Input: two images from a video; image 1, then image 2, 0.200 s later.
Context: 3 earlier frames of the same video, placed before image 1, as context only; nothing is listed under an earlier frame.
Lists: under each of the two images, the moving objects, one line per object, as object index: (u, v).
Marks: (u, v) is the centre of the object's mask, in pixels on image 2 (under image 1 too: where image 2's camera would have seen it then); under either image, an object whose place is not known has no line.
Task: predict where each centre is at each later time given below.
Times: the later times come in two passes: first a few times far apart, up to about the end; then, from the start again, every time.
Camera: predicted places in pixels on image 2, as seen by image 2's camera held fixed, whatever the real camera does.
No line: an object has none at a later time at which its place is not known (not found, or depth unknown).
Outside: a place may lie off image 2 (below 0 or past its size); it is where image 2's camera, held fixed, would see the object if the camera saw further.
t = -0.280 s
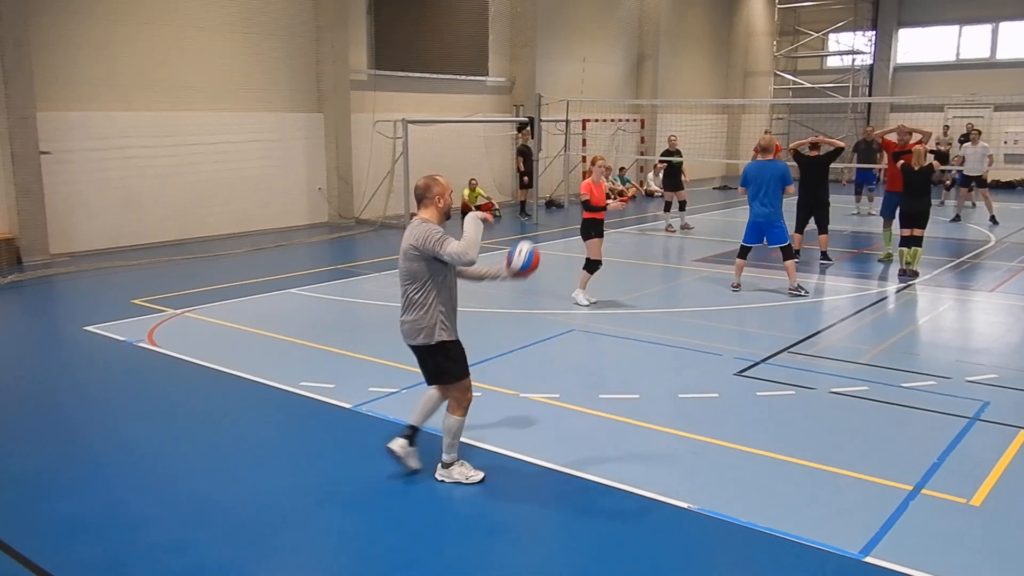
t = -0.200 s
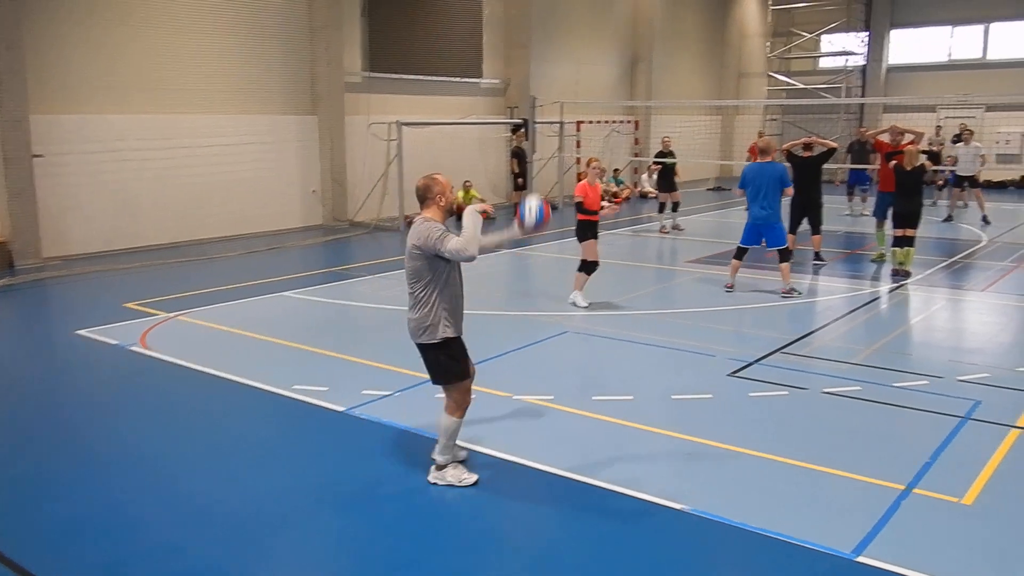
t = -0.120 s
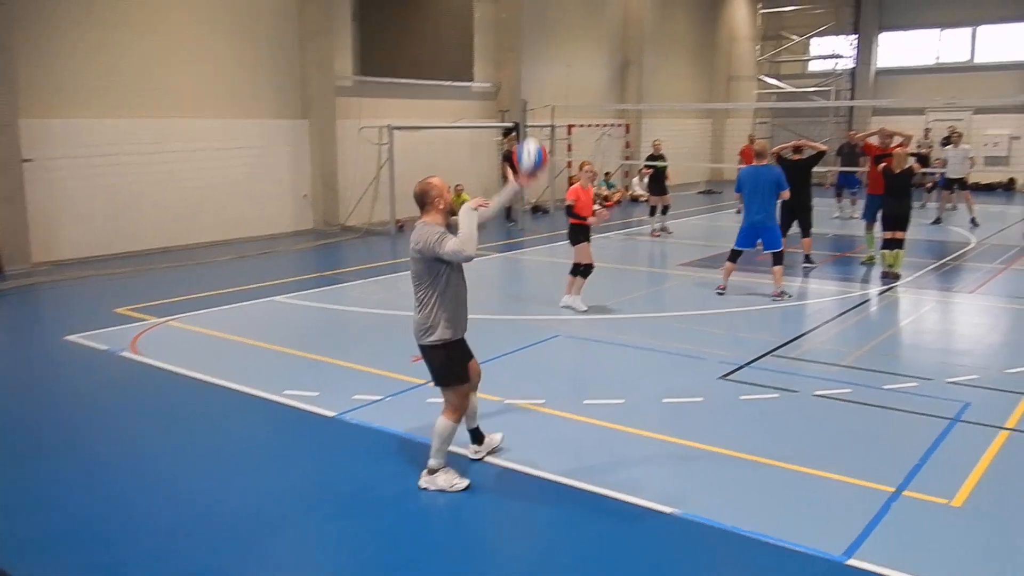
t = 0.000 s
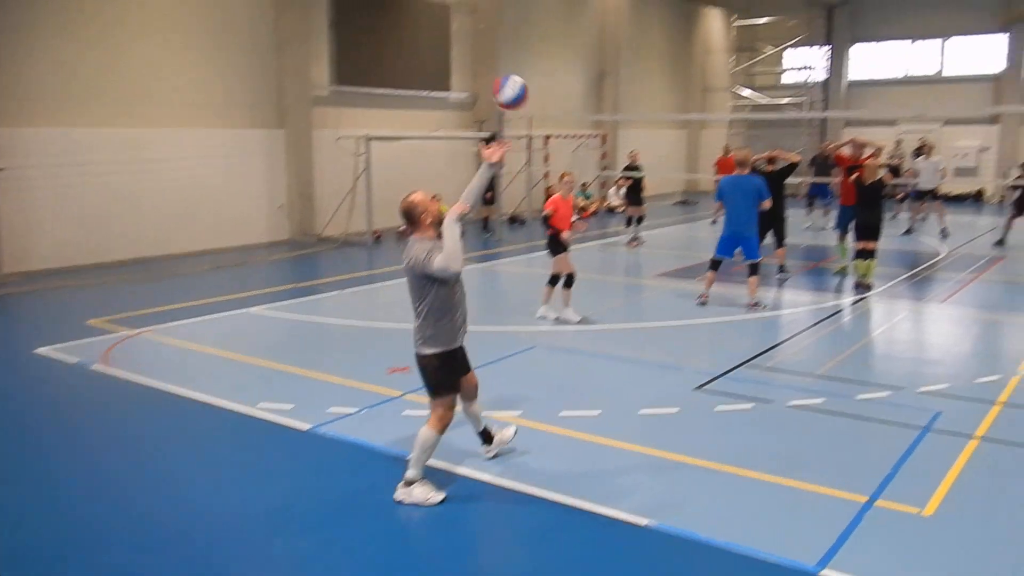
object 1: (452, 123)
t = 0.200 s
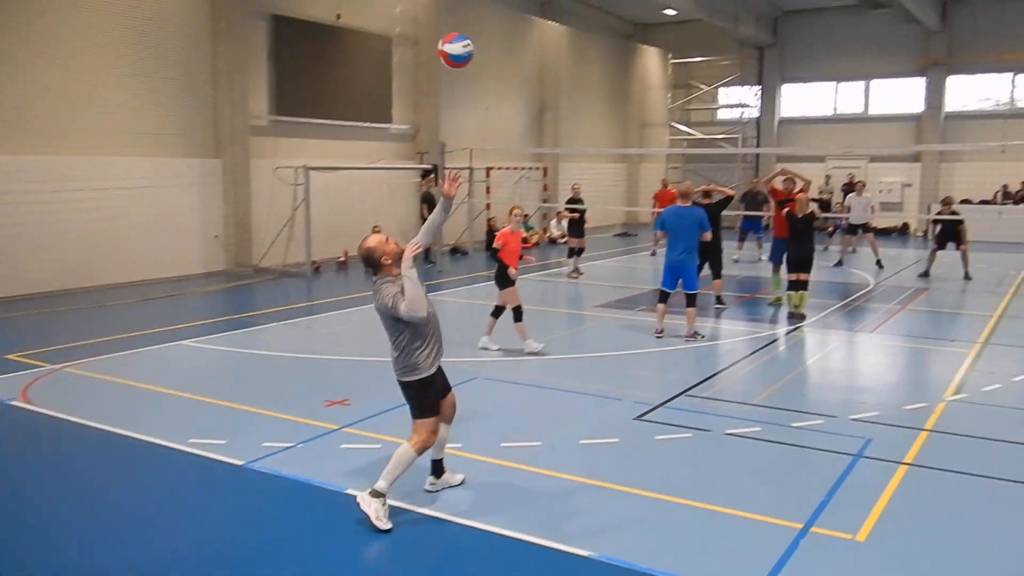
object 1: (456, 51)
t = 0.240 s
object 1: (455, 43)
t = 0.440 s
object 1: (458, 48)
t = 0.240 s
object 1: (455, 43)
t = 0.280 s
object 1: (455, 39)
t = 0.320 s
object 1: (456, 37)
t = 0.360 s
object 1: (457, 38)
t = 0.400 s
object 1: (457, 42)
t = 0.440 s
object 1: (458, 48)
